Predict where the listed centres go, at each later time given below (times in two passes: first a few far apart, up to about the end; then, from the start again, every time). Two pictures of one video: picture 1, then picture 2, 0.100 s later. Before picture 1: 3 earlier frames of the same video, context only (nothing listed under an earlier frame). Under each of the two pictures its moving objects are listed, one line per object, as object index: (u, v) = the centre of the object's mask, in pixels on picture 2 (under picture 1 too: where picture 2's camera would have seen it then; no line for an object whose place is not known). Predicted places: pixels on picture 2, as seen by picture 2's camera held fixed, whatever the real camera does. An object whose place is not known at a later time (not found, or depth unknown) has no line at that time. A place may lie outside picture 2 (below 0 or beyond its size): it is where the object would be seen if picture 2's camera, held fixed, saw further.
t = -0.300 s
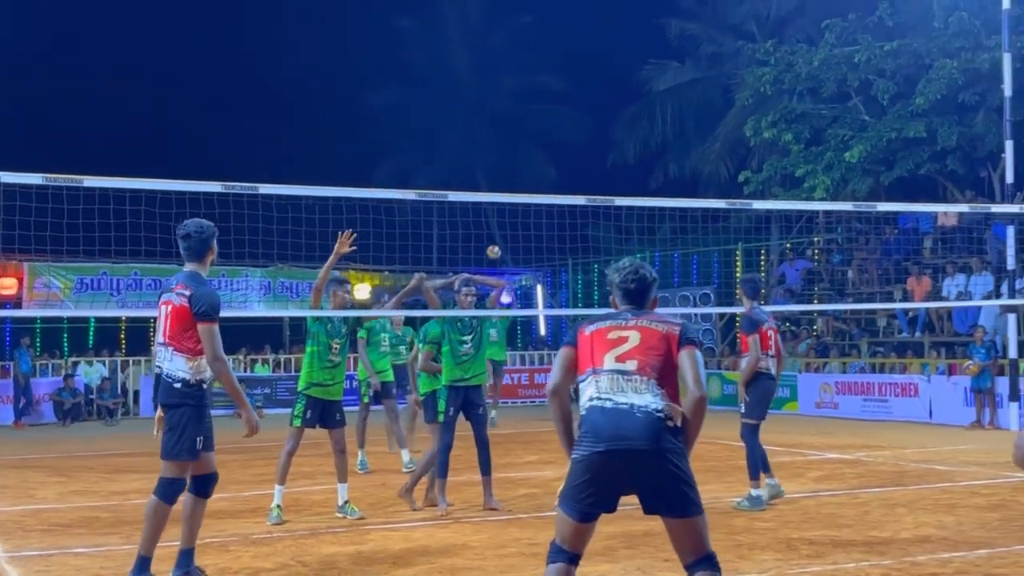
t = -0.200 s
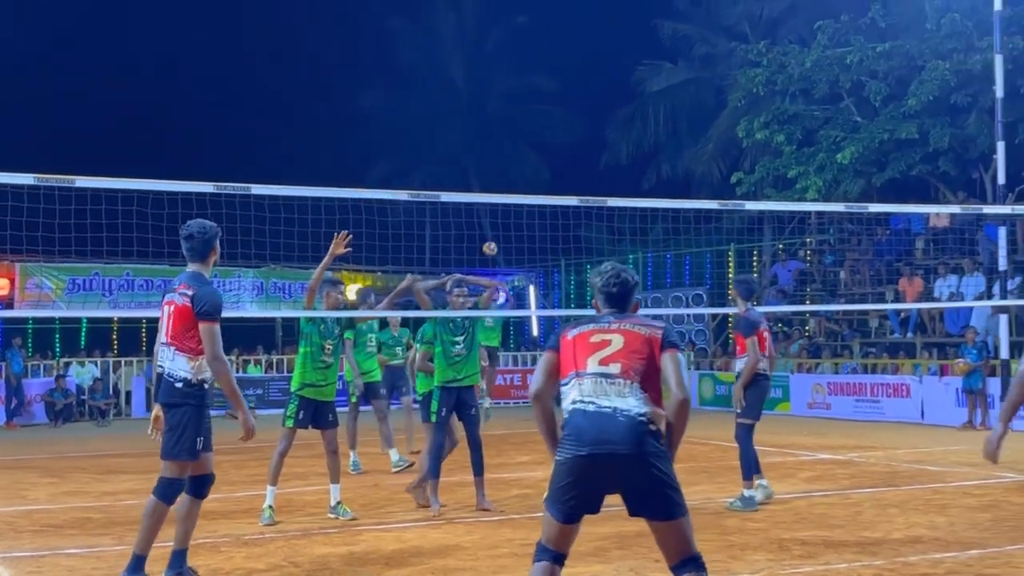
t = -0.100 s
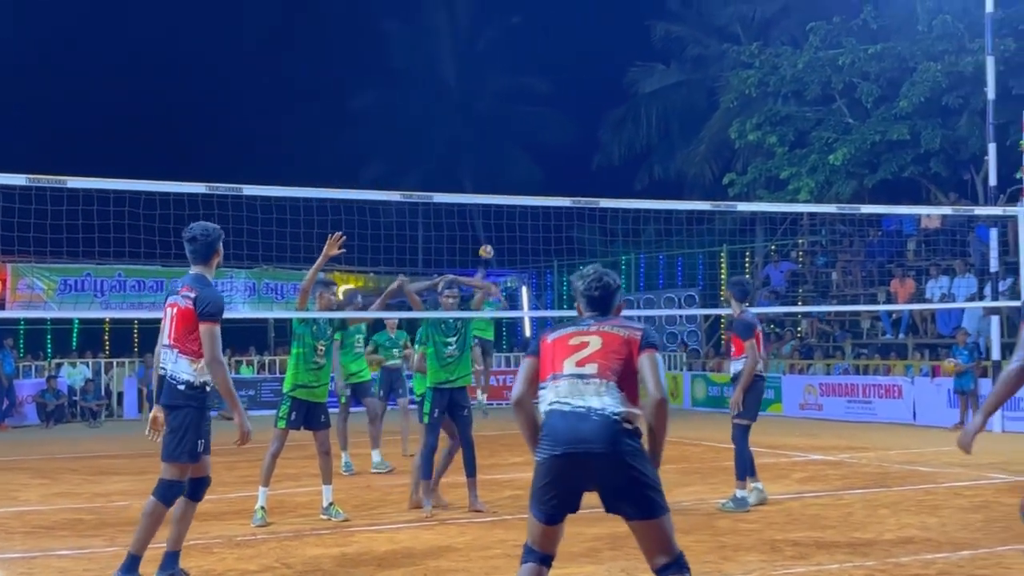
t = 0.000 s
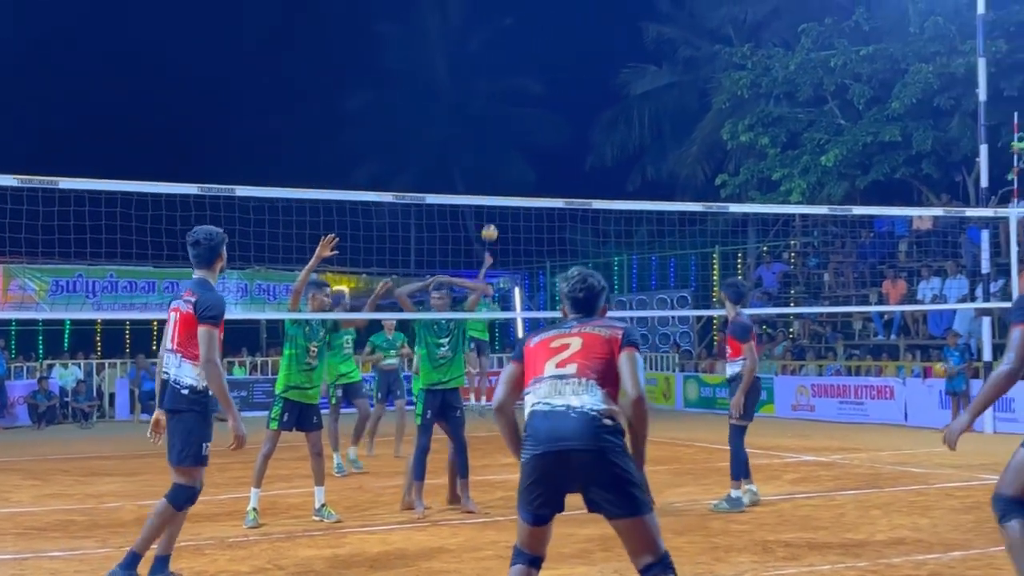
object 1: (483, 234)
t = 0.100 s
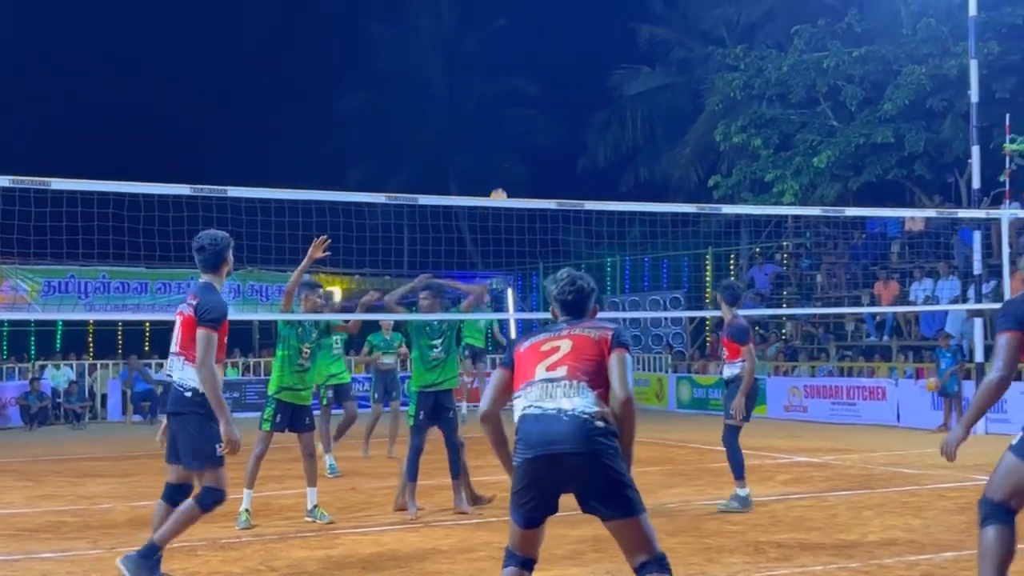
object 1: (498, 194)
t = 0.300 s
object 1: (531, 138)
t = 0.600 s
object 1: (614, 95)
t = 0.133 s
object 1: (503, 186)
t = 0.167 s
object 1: (508, 176)
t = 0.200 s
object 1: (513, 165)
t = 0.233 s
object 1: (519, 156)
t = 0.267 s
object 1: (525, 148)
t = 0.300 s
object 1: (531, 138)
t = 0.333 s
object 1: (538, 131)
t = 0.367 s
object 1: (545, 123)
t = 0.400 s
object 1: (554, 116)
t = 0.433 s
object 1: (562, 109)
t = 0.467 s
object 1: (572, 105)
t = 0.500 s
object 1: (581, 101)
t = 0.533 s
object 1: (592, 98)
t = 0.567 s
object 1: (602, 95)
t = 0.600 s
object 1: (614, 95)
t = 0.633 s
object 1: (627, 97)
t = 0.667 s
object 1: (641, 99)
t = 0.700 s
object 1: (655, 102)
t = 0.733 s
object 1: (670, 107)
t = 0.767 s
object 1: (686, 114)
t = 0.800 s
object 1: (703, 124)
